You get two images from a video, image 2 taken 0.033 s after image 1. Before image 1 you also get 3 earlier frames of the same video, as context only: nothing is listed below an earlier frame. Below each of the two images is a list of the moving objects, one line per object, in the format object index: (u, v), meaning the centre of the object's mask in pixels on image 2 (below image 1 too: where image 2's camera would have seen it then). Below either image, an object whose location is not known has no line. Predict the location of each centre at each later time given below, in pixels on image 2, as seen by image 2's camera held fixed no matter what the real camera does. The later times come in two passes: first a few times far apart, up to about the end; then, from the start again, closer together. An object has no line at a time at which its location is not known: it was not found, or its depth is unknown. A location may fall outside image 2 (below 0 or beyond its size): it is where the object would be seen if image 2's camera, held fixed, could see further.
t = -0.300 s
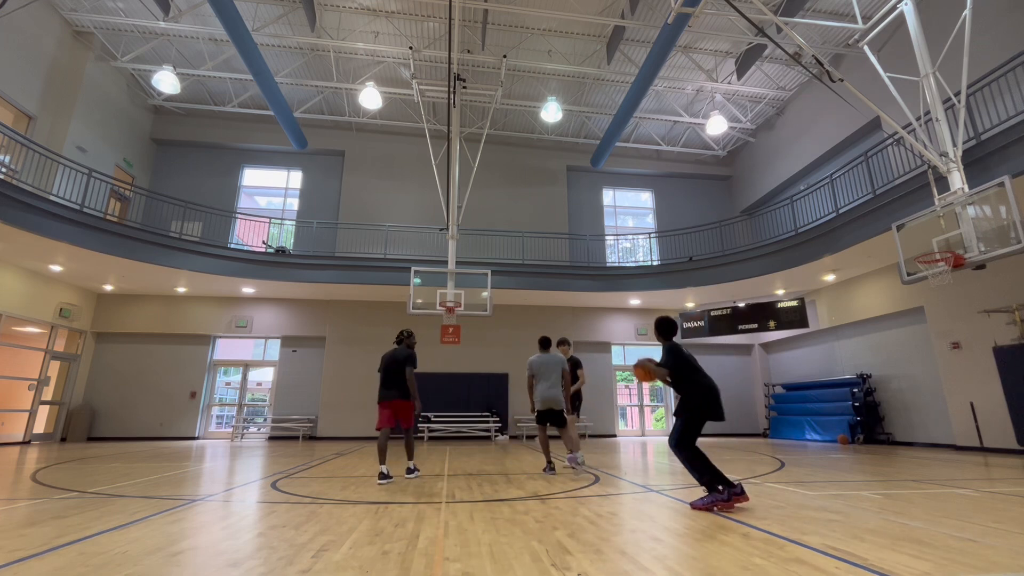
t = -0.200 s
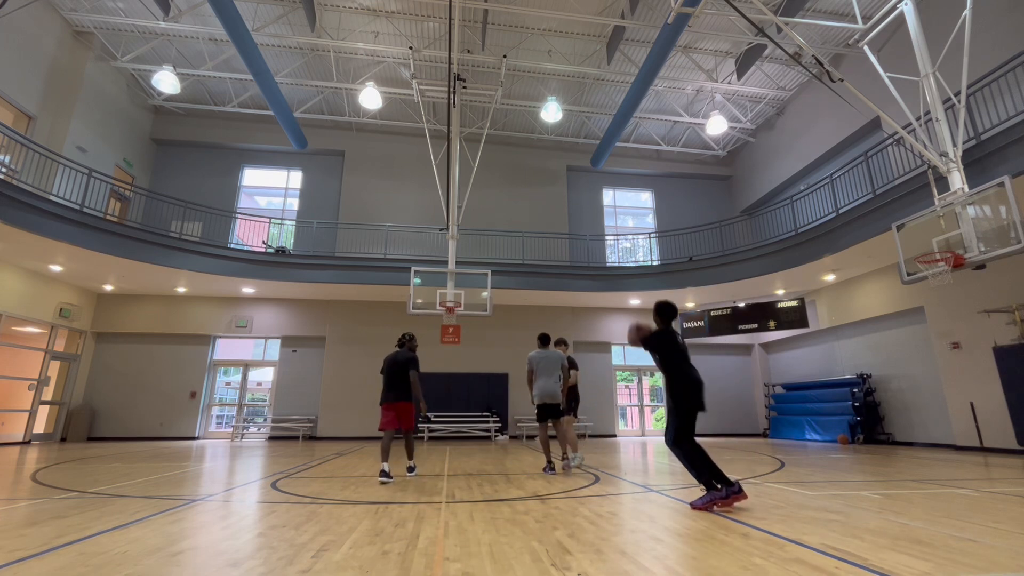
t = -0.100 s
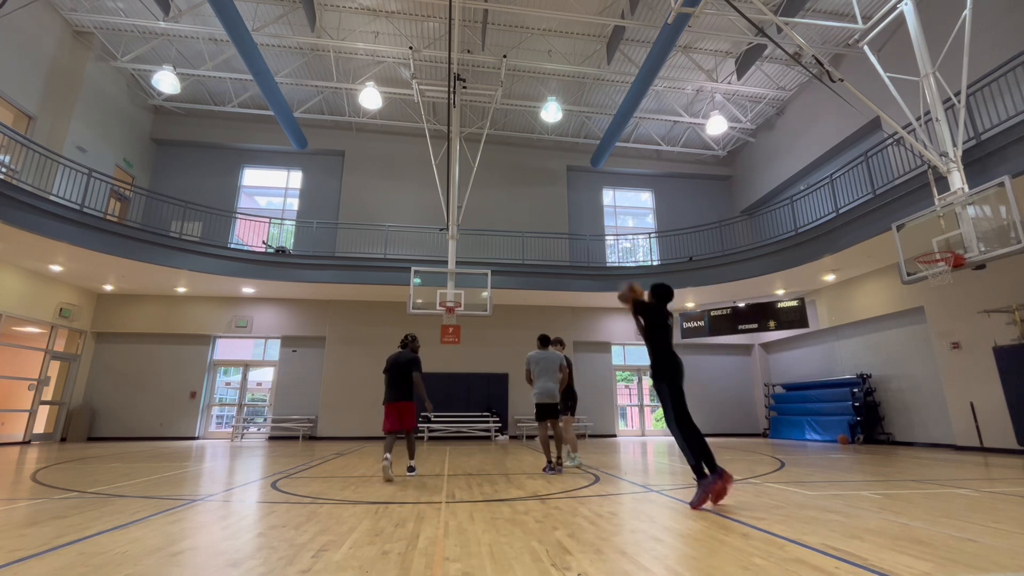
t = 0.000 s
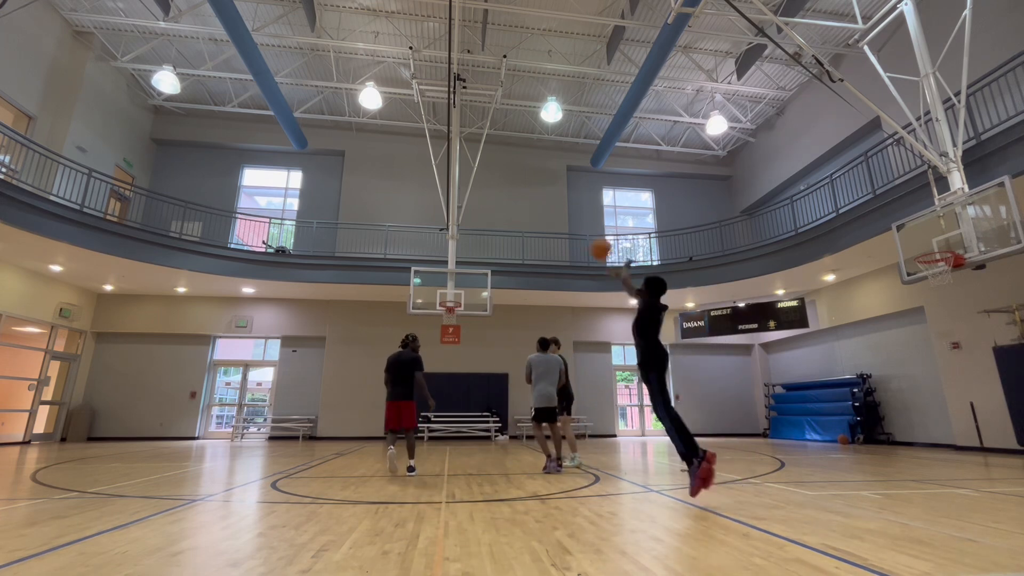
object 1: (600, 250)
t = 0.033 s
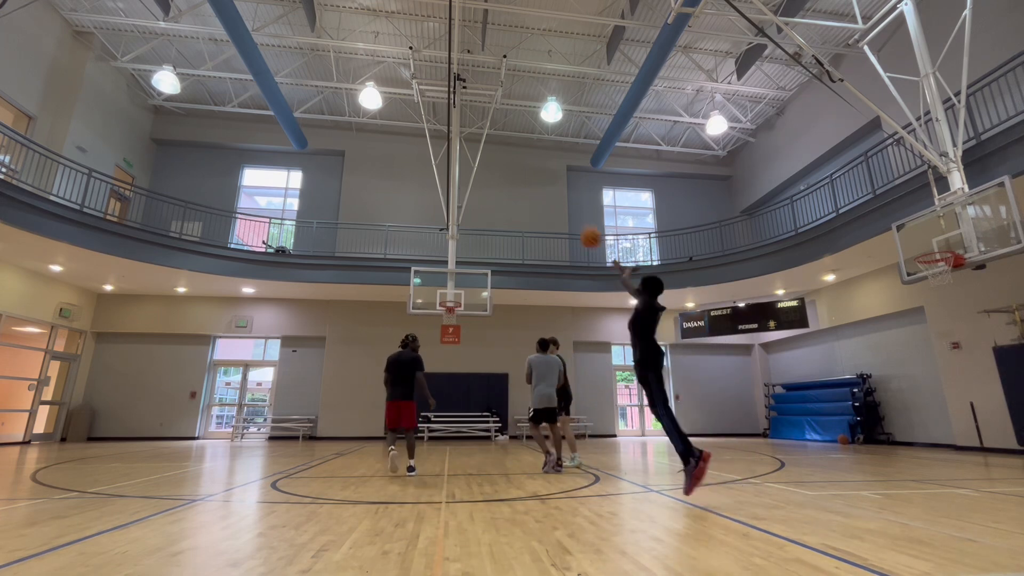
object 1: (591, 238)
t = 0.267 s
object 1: (537, 196)
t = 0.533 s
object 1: (499, 199)
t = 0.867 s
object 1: (467, 245)
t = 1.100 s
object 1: (447, 297)
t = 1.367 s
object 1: (427, 295)
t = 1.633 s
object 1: (385, 309)
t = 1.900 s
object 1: (338, 355)
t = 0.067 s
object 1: (581, 228)
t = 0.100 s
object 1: (572, 220)
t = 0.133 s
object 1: (565, 213)
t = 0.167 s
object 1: (557, 207)
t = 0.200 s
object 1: (550, 203)
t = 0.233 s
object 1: (544, 199)
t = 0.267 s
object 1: (537, 196)
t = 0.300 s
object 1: (532, 194)
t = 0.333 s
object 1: (526, 193)
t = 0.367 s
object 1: (521, 193)
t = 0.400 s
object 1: (516, 193)
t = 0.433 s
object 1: (512, 194)
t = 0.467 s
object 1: (507, 195)
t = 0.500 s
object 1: (503, 197)
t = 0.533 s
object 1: (499, 199)
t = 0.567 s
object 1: (495, 202)
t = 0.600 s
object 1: (492, 206)
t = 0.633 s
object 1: (488, 209)
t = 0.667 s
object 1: (485, 213)
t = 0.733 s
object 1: (478, 223)
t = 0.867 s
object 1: (467, 245)
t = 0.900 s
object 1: (464, 251)
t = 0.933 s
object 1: (461, 259)
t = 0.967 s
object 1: (458, 265)
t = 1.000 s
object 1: (455, 274)
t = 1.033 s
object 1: (453, 280)
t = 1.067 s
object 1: (451, 287)
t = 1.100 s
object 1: (447, 297)
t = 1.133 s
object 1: (447, 304)
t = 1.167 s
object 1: (450, 305)
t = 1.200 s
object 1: (453, 304)
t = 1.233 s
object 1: (448, 299)
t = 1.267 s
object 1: (443, 299)
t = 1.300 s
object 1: (438, 296)
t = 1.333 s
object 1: (432, 295)
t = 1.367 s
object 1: (427, 295)
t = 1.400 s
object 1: (422, 295)
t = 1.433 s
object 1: (417, 295)
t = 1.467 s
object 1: (412, 296)
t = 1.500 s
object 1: (406, 298)
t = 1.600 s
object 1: (390, 305)
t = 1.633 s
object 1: (385, 309)
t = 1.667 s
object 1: (379, 313)
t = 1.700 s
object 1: (373, 317)
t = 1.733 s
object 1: (367, 322)
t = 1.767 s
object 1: (363, 327)
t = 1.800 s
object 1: (356, 334)
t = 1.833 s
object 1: (350, 340)
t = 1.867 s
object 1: (344, 347)
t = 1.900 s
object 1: (338, 355)
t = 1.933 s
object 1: (332, 363)
